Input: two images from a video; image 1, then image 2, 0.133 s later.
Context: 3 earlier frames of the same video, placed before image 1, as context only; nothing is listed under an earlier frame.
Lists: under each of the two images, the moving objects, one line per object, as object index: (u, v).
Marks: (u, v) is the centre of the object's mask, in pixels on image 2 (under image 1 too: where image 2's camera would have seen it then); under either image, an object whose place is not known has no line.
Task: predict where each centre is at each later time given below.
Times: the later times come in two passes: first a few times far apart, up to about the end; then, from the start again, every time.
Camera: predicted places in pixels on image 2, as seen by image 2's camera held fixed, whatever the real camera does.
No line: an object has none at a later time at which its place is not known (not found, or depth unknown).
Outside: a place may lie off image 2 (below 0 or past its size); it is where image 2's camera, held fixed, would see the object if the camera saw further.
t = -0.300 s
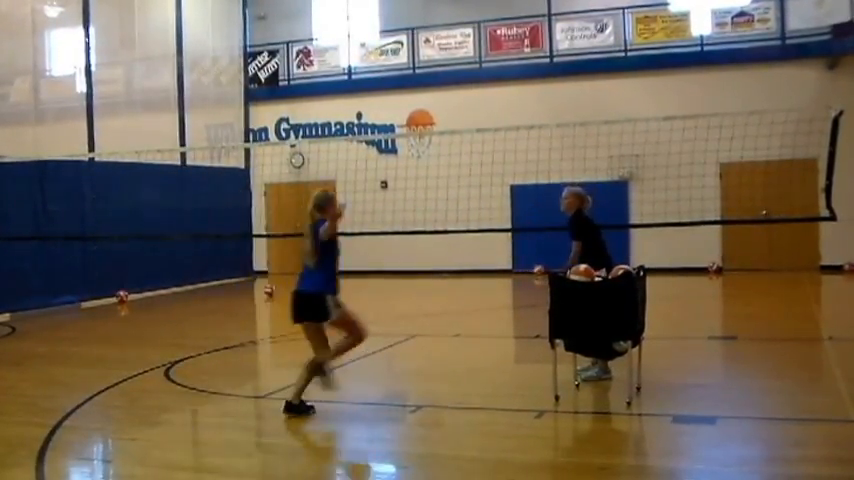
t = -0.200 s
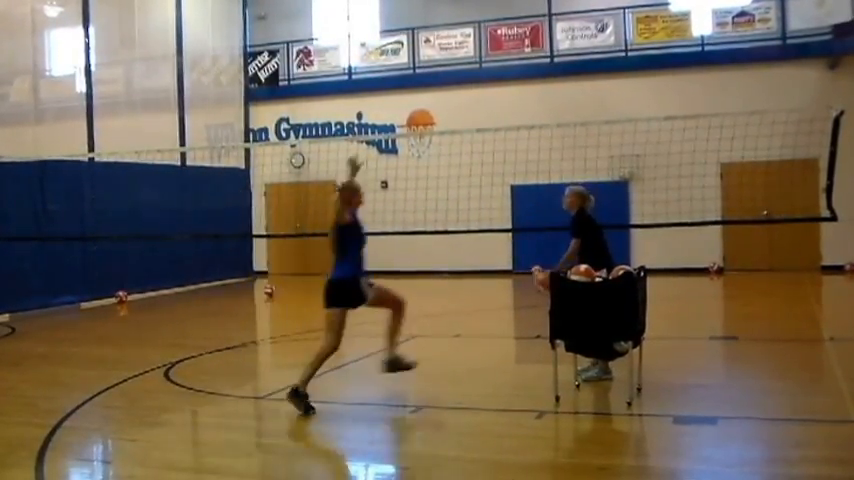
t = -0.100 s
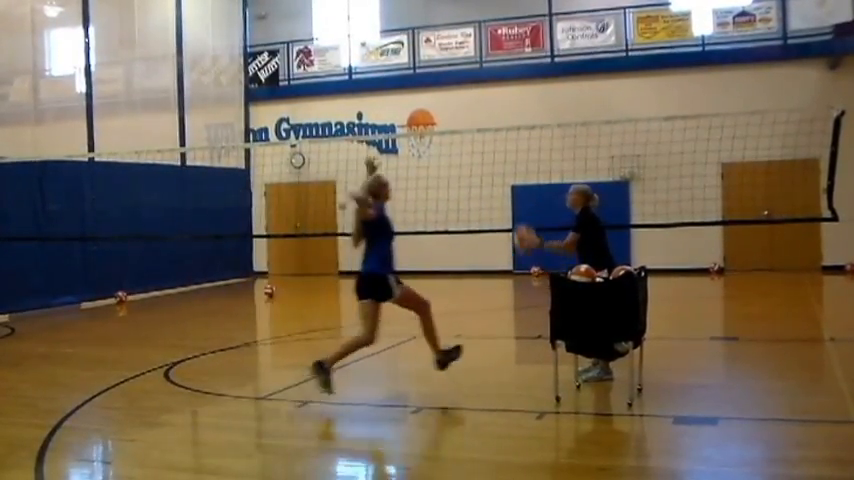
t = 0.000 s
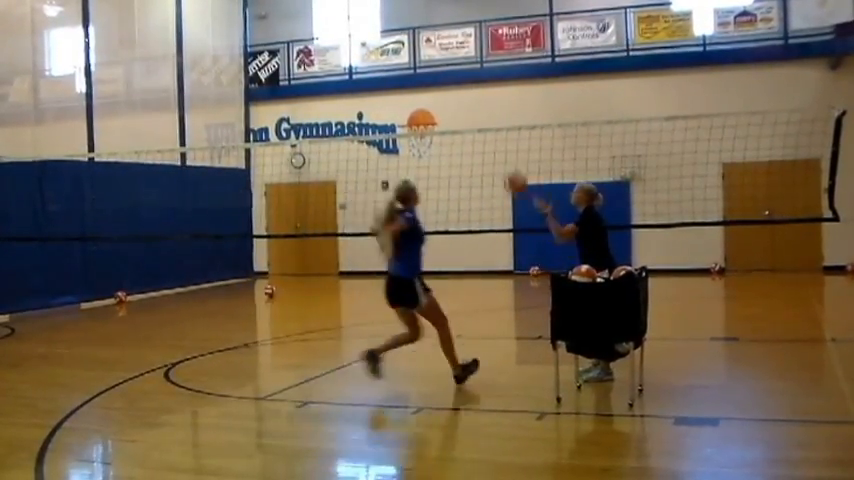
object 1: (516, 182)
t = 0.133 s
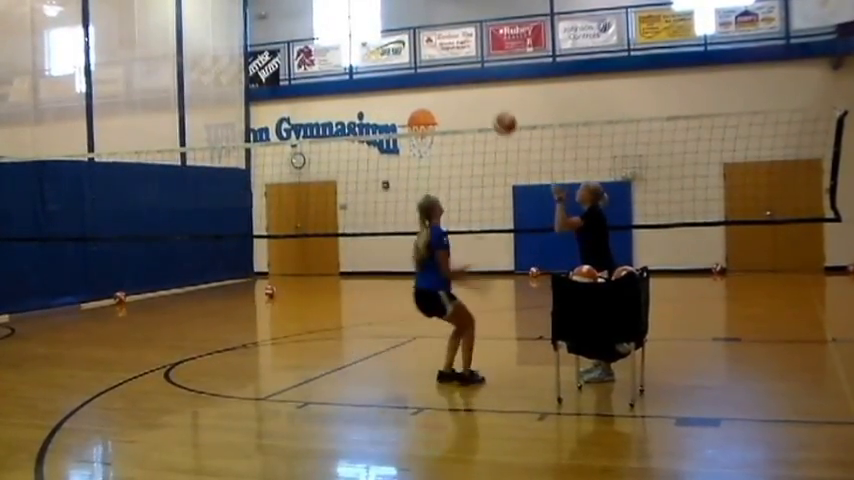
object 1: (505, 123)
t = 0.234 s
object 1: (497, 92)
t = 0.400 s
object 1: (488, 66)
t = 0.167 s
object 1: (502, 111)
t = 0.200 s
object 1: (500, 101)
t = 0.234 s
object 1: (497, 92)
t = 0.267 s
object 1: (495, 84)
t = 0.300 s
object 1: (493, 76)
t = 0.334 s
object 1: (491, 71)
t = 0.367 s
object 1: (489, 70)
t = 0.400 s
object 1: (488, 66)
